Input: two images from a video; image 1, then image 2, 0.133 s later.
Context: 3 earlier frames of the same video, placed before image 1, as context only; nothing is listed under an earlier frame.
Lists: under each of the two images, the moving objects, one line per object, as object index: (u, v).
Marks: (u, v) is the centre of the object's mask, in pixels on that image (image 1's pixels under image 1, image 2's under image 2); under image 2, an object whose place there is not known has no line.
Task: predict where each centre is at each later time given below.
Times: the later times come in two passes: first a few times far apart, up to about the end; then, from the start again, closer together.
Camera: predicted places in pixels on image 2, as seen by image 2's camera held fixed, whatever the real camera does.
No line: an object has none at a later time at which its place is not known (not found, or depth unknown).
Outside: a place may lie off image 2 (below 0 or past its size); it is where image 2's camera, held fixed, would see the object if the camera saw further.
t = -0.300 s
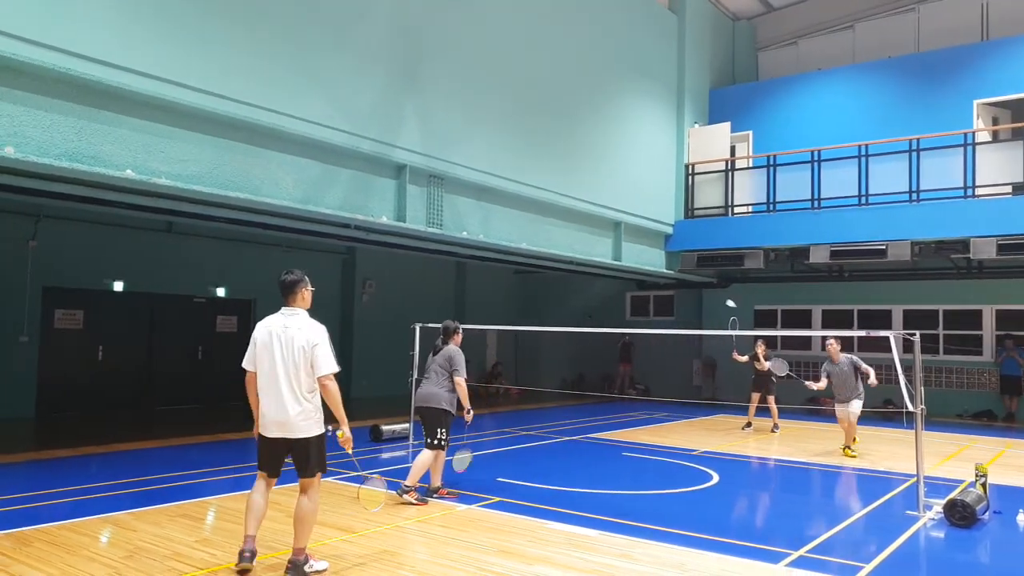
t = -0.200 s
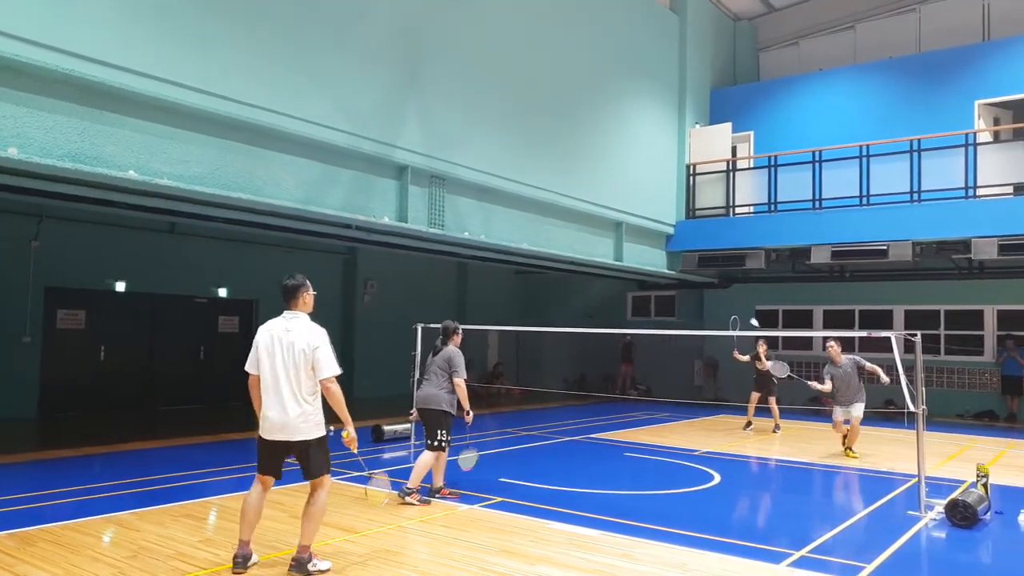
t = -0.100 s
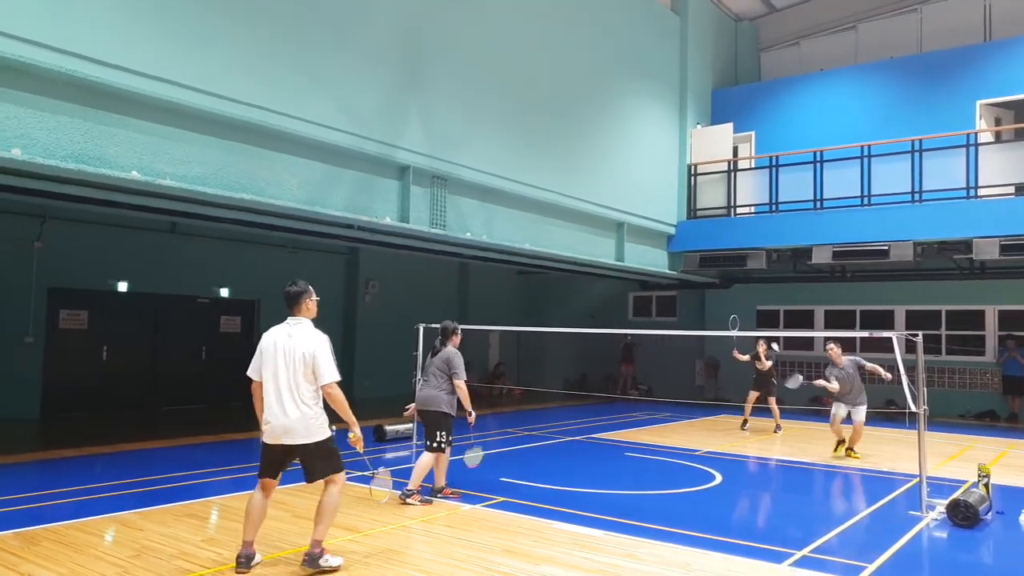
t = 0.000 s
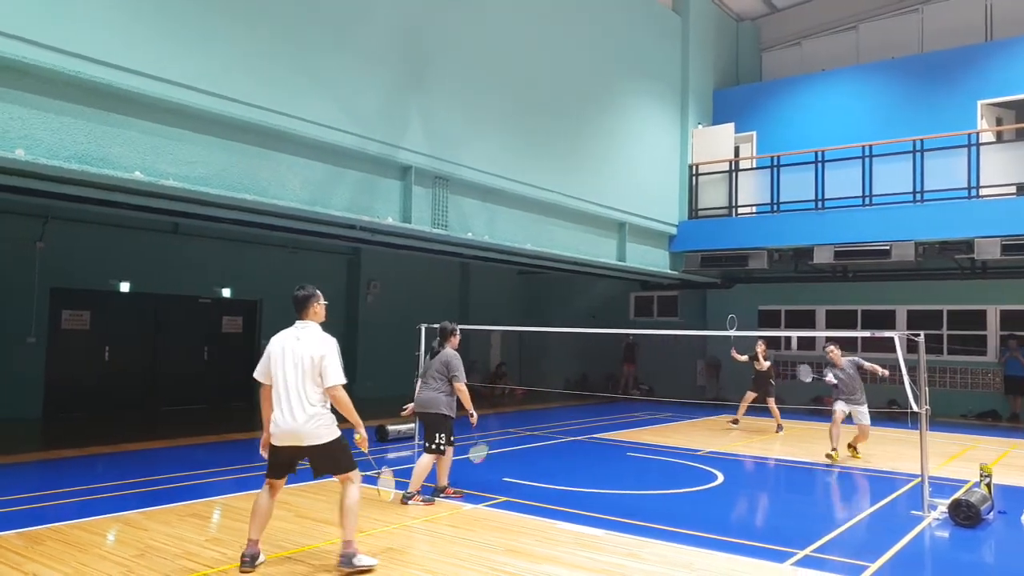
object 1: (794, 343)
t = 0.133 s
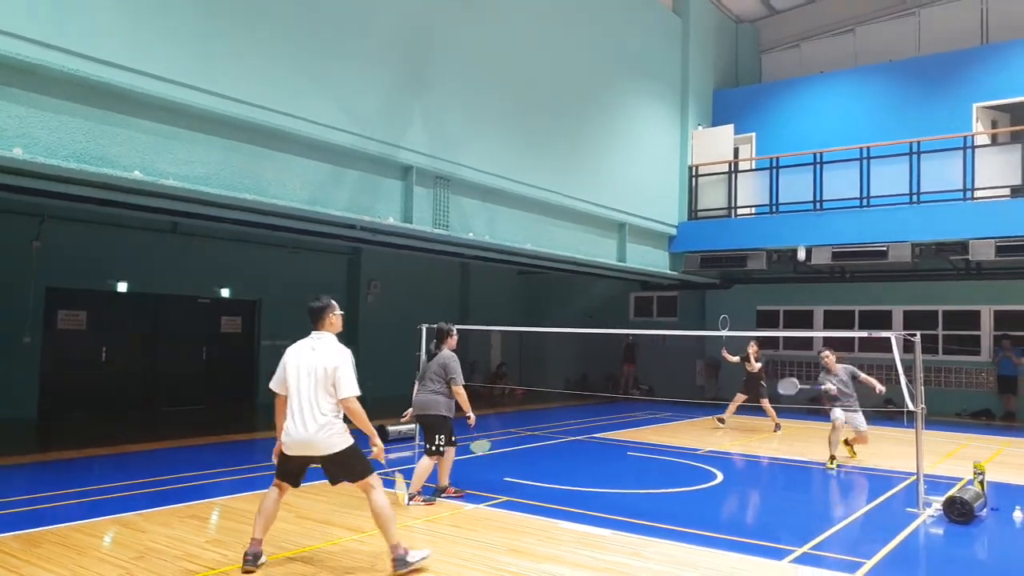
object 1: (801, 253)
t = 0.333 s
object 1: (816, 158)
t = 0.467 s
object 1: (824, 121)
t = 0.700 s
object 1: (836, 134)
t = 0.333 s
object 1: (816, 158)
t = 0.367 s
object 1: (818, 146)
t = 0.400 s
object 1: (820, 136)
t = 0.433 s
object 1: (822, 128)
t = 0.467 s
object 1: (824, 121)
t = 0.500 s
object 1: (825, 116)
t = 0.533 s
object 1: (827, 113)
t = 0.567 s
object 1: (829, 113)
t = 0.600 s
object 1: (831, 114)
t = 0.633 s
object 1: (833, 118)
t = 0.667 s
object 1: (834, 124)
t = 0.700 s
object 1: (836, 134)
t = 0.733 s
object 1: (837, 146)
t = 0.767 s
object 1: (838, 162)
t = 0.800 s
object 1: (839, 183)
